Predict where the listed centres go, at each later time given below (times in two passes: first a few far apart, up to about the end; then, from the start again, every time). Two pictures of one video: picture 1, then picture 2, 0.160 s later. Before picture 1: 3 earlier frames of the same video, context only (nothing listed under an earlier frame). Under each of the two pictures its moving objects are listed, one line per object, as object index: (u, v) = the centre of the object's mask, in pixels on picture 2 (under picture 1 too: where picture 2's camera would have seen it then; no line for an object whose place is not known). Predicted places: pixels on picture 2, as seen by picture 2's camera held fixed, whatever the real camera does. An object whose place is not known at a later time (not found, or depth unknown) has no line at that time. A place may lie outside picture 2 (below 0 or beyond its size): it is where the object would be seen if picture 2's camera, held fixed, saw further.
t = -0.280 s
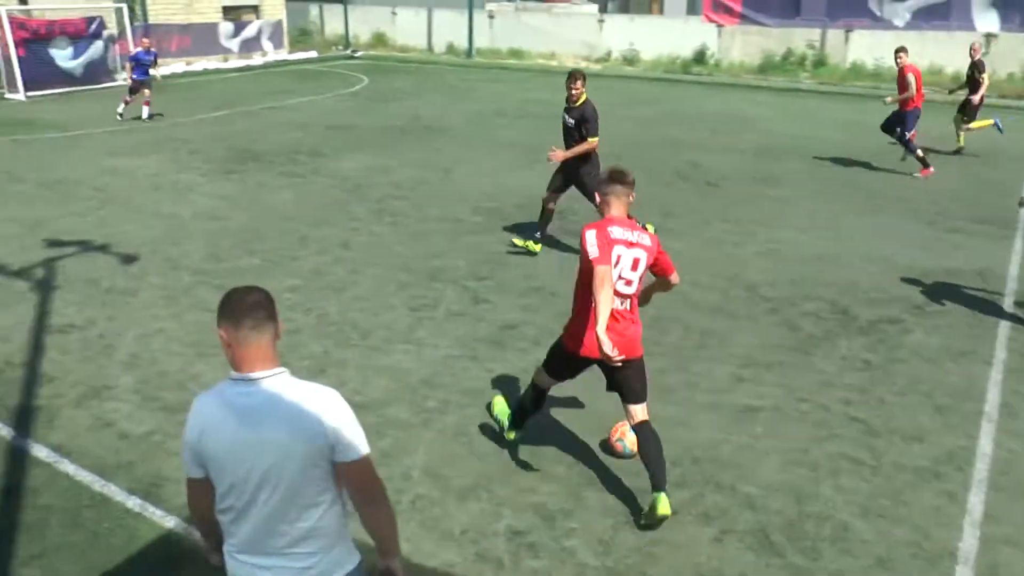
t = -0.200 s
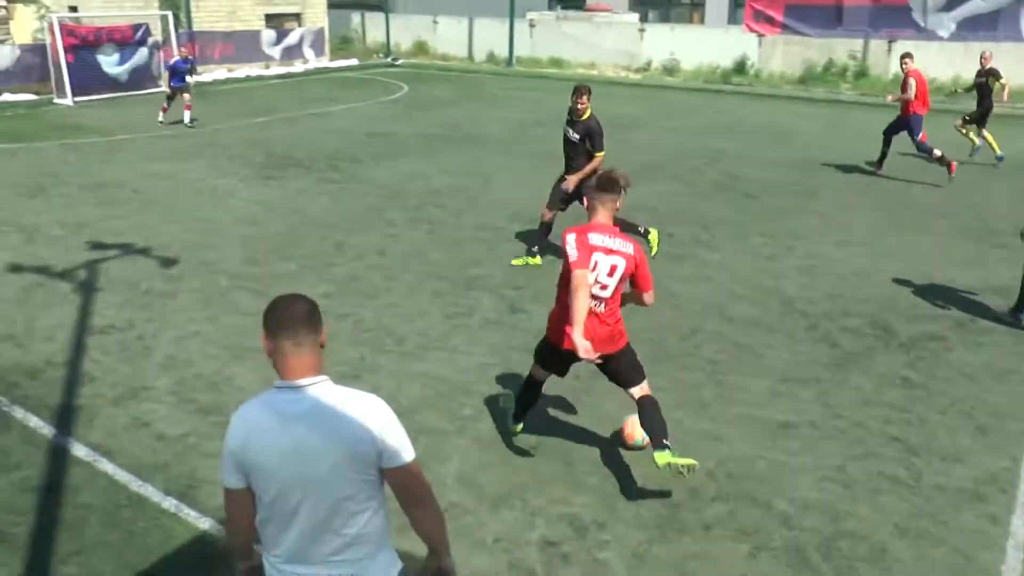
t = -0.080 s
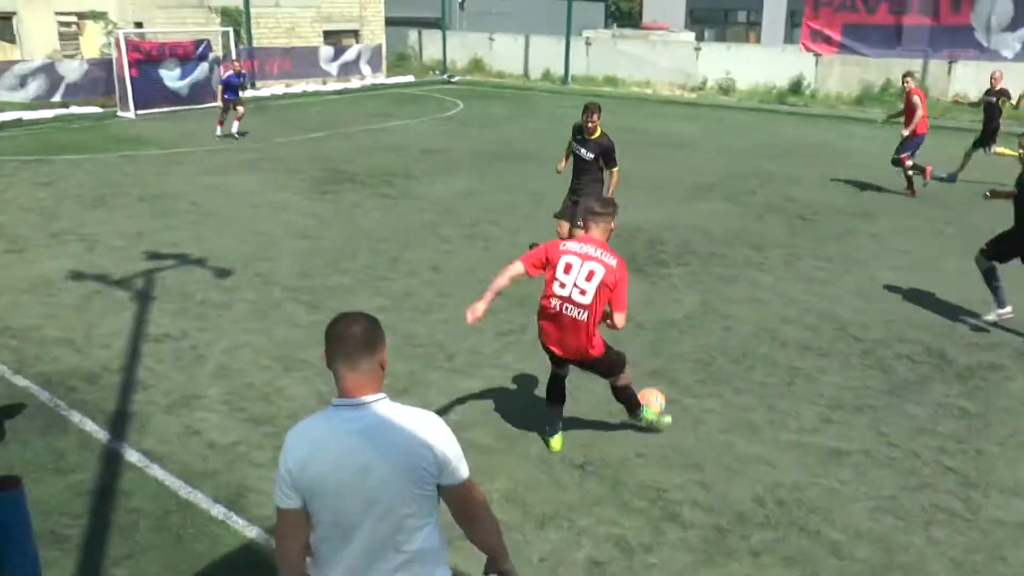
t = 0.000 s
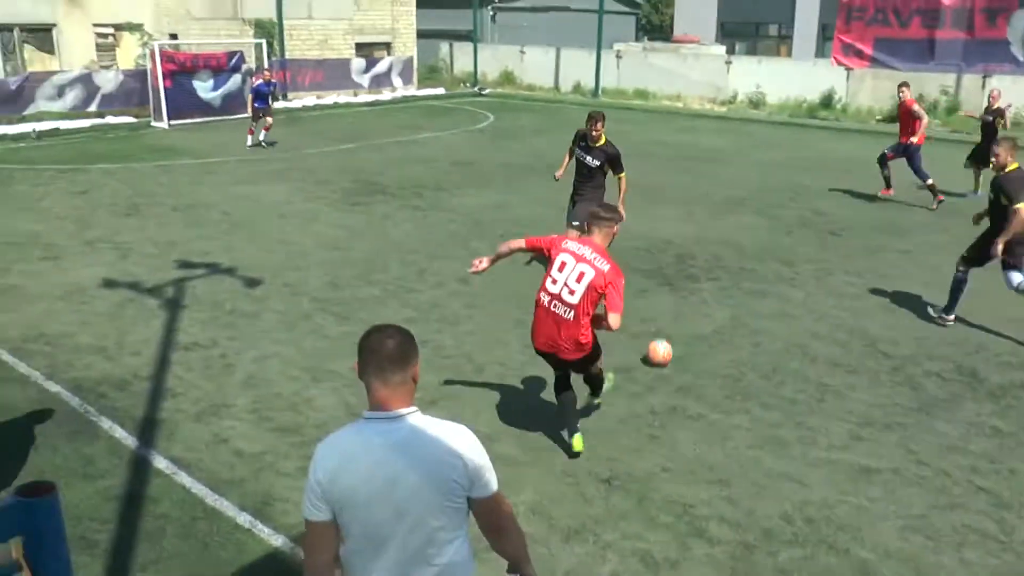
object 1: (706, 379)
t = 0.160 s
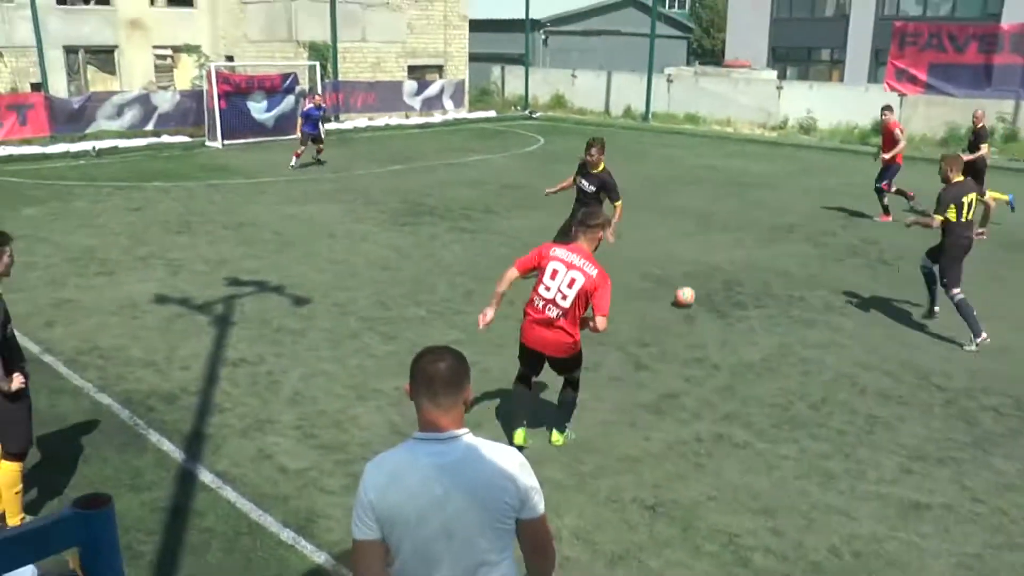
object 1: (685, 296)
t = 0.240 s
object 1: (679, 270)
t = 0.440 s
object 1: (666, 227)
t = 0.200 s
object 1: (682, 282)
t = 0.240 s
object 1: (679, 270)
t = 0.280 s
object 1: (675, 258)
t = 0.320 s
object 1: (673, 248)
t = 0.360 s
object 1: (671, 238)
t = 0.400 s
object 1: (669, 231)
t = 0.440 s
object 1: (666, 227)
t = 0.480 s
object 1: (665, 220)
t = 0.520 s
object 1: (663, 214)
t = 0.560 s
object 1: (662, 207)
